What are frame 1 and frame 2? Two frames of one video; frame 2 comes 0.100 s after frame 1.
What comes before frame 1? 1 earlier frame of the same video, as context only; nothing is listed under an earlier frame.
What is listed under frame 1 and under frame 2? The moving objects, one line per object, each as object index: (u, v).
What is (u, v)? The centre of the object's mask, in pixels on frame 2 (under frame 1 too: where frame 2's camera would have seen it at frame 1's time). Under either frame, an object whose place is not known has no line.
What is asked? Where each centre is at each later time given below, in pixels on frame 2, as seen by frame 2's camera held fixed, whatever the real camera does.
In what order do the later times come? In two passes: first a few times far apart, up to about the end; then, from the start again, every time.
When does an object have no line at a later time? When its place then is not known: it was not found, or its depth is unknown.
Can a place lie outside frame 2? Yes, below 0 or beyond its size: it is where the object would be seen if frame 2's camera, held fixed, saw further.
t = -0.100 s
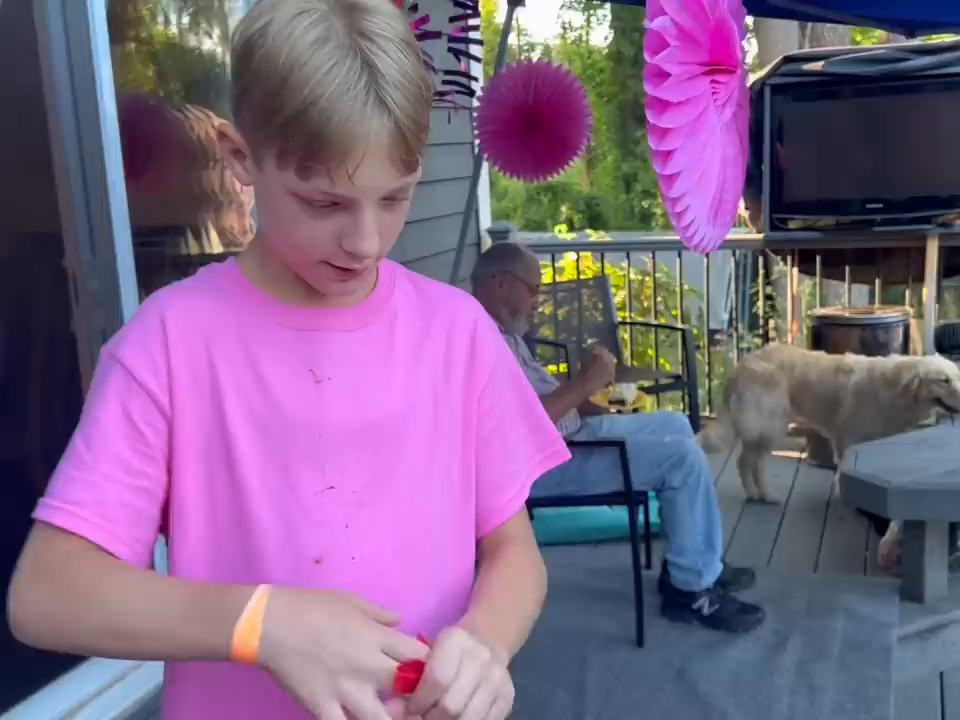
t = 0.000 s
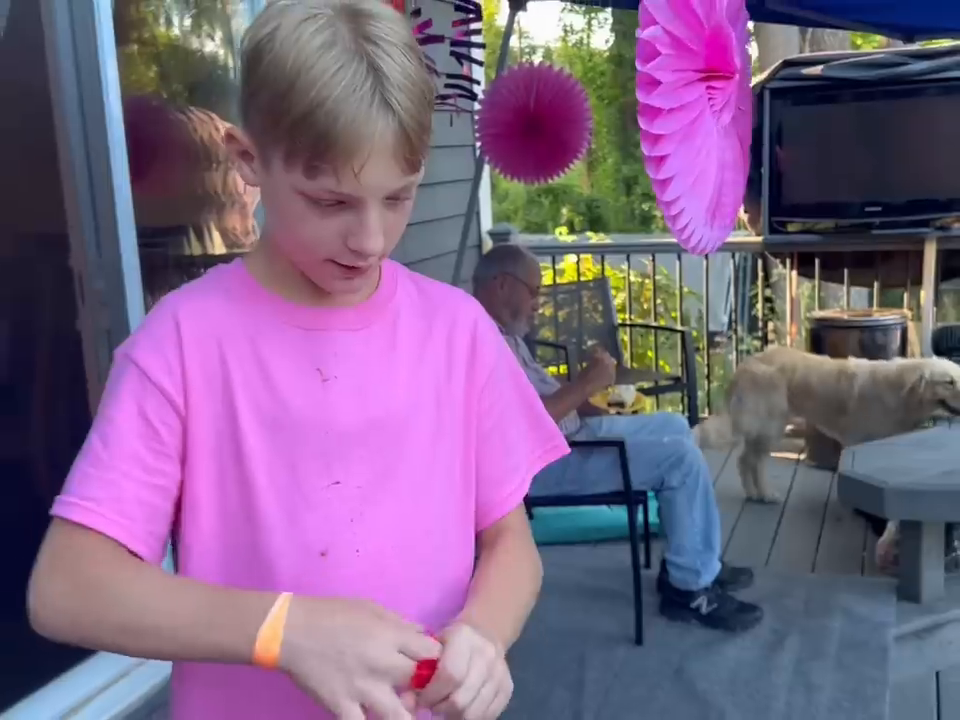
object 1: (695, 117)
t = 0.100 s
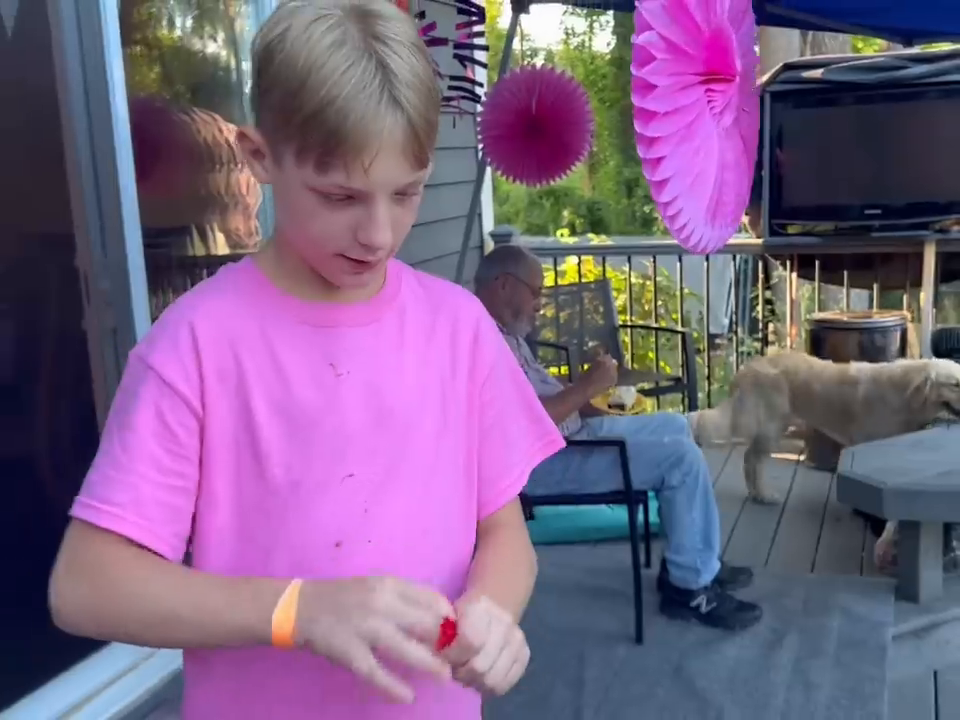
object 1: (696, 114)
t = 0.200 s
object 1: (697, 111)
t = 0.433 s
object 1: (697, 106)
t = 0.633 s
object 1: (695, 103)
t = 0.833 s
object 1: (691, 102)
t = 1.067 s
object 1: (691, 100)
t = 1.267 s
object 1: (694, 99)
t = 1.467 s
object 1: (700, 99)
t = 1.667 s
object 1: (704, 100)
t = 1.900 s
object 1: (705, 103)
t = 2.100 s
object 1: (705, 108)
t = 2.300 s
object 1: (705, 112)
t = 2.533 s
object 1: (708, 113)
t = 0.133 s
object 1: (697, 113)
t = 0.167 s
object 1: (697, 112)
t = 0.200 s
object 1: (697, 111)
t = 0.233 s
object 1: (697, 110)
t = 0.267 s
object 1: (697, 110)
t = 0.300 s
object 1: (697, 109)
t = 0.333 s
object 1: (697, 108)
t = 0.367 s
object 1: (698, 107)
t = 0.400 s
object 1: (697, 107)
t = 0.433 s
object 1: (697, 106)
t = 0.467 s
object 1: (697, 106)
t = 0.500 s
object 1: (697, 106)
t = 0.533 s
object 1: (696, 105)
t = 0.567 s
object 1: (696, 105)
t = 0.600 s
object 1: (695, 104)
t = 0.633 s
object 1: (695, 103)
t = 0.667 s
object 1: (694, 103)
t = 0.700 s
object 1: (693, 103)
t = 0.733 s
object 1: (693, 102)
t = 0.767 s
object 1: (692, 102)
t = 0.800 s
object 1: (692, 102)
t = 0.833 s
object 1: (691, 102)
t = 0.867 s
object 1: (691, 102)
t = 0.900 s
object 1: (691, 101)
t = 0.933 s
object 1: (691, 101)
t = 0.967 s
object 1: (691, 101)
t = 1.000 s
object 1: (691, 100)
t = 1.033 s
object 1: (691, 100)
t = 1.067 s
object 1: (691, 100)
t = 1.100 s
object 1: (692, 100)
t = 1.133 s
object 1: (692, 100)
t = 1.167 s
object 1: (693, 100)
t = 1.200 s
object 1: (693, 99)
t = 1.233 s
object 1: (694, 99)
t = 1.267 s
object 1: (694, 99)
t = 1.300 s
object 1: (696, 98)
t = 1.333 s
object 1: (696, 99)
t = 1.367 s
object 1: (698, 99)
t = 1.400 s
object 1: (699, 98)
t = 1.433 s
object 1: (700, 98)
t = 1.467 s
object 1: (700, 99)
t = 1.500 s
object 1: (702, 99)
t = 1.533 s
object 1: (702, 99)
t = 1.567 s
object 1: (703, 99)
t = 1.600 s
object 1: (704, 99)
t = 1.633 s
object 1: (704, 99)
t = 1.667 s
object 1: (704, 100)
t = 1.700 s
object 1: (705, 100)
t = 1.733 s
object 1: (705, 100)
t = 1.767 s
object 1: (705, 101)
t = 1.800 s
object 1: (705, 101)
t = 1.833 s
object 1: (706, 102)
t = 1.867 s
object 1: (705, 103)
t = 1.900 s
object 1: (705, 103)
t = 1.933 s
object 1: (705, 104)
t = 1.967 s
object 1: (705, 105)
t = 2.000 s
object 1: (705, 105)
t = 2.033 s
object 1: (705, 106)
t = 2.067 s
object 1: (705, 107)
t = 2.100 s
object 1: (705, 108)
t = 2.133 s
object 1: (705, 108)
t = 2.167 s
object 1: (705, 109)
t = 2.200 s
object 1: (705, 110)
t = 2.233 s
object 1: (705, 111)
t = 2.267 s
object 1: (705, 111)
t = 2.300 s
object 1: (705, 112)
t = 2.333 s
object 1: (705, 112)
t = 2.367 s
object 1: (706, 112)
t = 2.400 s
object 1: (706, 112)
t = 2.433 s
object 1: (706, 113)
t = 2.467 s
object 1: (707, 113)
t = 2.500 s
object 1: (707, 113)
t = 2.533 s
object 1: (708, 113)
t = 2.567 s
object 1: (708, 113)
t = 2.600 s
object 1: (709, 112)
